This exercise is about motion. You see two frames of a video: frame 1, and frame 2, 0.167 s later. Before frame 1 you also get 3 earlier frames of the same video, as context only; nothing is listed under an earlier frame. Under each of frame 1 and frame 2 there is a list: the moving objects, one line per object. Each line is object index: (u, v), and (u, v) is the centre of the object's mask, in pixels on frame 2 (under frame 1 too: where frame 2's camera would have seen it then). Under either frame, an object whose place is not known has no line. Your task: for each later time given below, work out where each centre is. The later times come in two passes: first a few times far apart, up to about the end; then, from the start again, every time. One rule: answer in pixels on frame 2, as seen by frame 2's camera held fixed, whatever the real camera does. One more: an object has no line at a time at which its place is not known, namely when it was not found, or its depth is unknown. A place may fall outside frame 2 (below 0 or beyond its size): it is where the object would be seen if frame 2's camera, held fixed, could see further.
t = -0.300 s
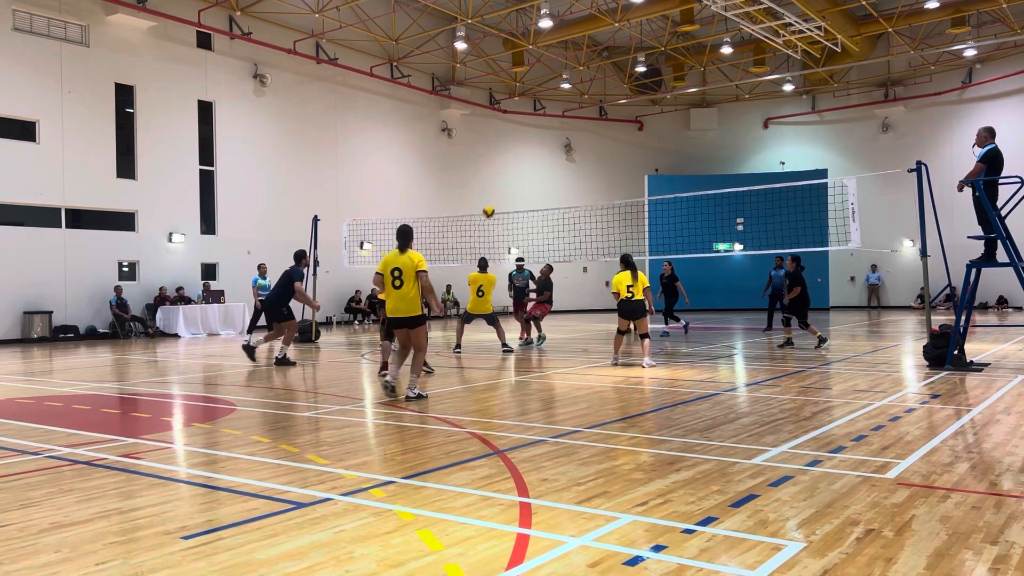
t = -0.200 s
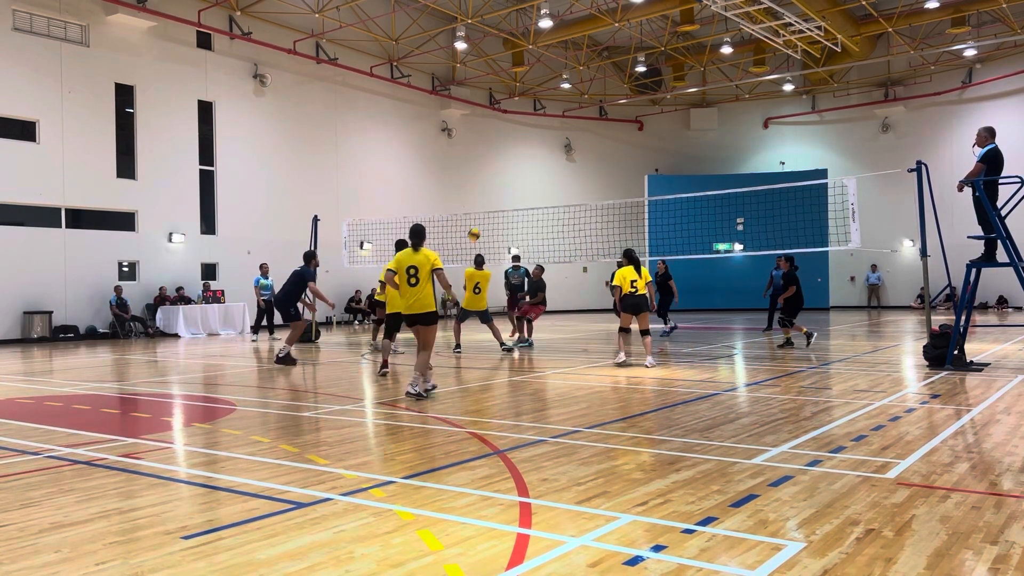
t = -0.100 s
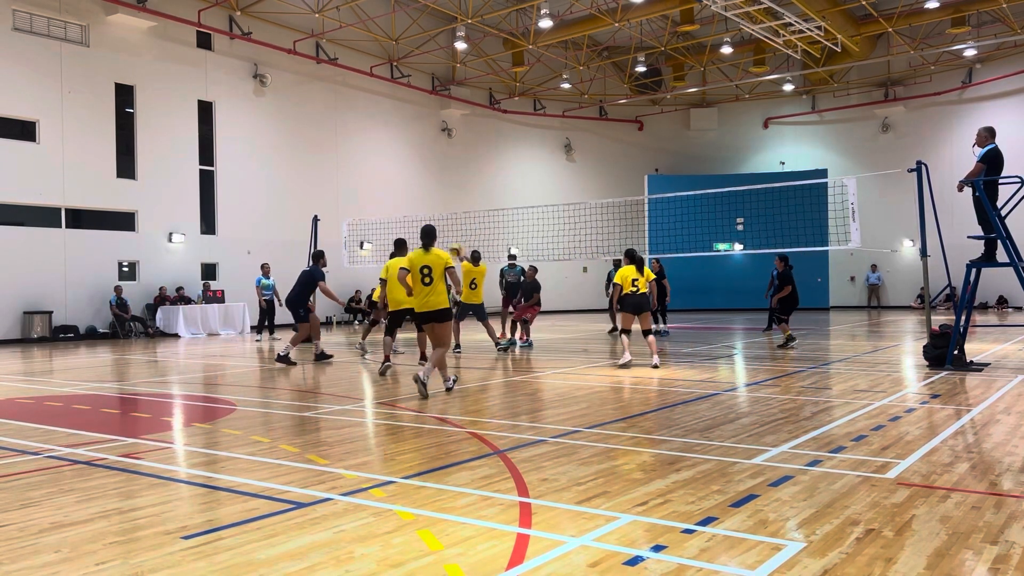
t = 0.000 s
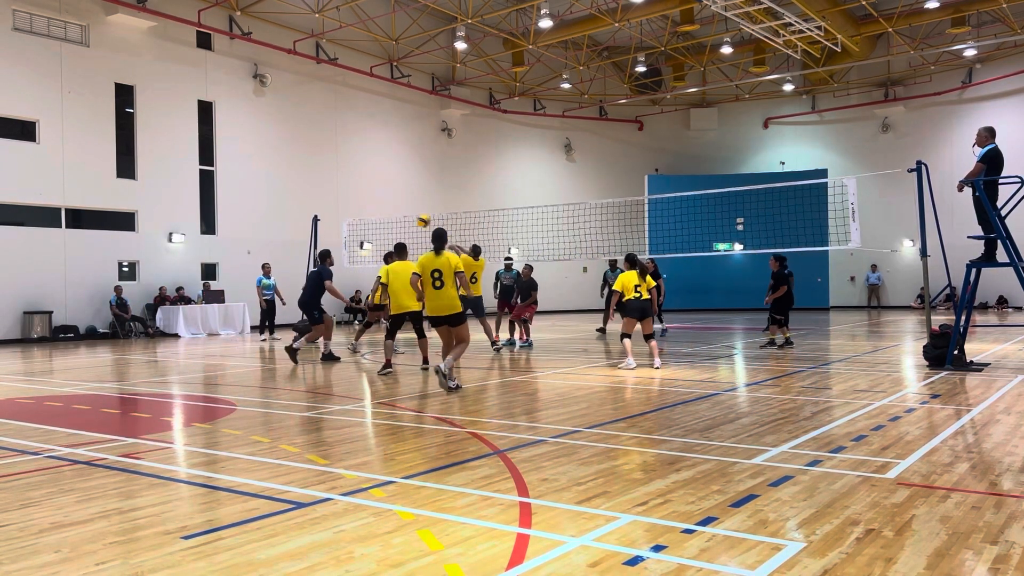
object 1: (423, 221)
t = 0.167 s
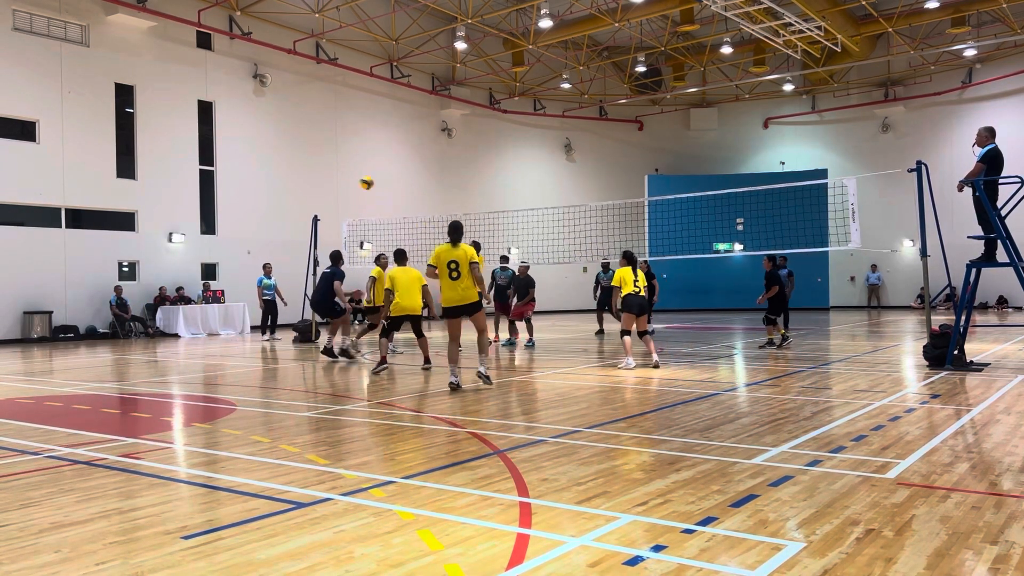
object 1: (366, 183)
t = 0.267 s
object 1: (331, 168)
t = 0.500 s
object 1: (244, 158)
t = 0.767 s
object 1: (139, 197)
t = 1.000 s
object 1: (45, 277)
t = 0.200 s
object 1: (354, 177)
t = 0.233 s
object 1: (342, 172)
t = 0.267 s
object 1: (331, 168)
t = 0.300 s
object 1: (318, 165)
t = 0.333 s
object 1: (306, 161)
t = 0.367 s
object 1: (294, 159)
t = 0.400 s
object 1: (281, 158)
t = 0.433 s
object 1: (269, 157)
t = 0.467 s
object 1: (256, 158)
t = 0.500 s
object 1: (244, 158)
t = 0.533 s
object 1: (231, 160)
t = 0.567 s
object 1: (217, 163)
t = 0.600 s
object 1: (205, 167)
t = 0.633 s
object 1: (192, 171)
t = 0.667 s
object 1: (179, 175)
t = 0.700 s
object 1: (166, 182)
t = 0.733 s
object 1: (153, 188)
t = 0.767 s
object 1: (139, 197)
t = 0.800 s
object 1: (126, 206)
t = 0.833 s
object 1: (112, 215)
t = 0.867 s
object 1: (99, 225)
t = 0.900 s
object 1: (85, 237)
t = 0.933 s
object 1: (72, 249)
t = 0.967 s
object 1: (58, 263)
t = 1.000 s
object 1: (45, 277)
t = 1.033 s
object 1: (31, 292)
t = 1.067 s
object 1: (17, 308)
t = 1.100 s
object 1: (6, 325)
